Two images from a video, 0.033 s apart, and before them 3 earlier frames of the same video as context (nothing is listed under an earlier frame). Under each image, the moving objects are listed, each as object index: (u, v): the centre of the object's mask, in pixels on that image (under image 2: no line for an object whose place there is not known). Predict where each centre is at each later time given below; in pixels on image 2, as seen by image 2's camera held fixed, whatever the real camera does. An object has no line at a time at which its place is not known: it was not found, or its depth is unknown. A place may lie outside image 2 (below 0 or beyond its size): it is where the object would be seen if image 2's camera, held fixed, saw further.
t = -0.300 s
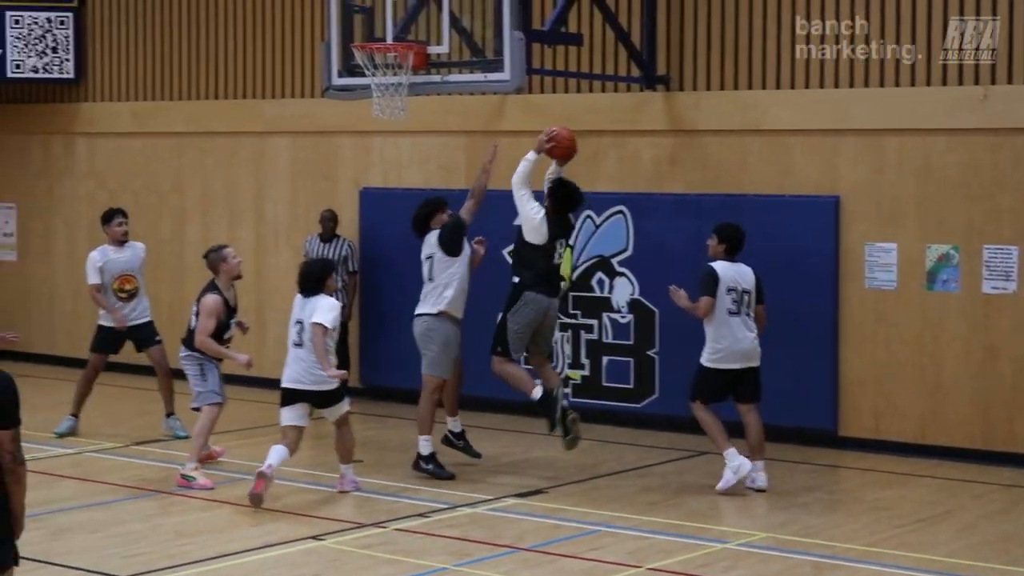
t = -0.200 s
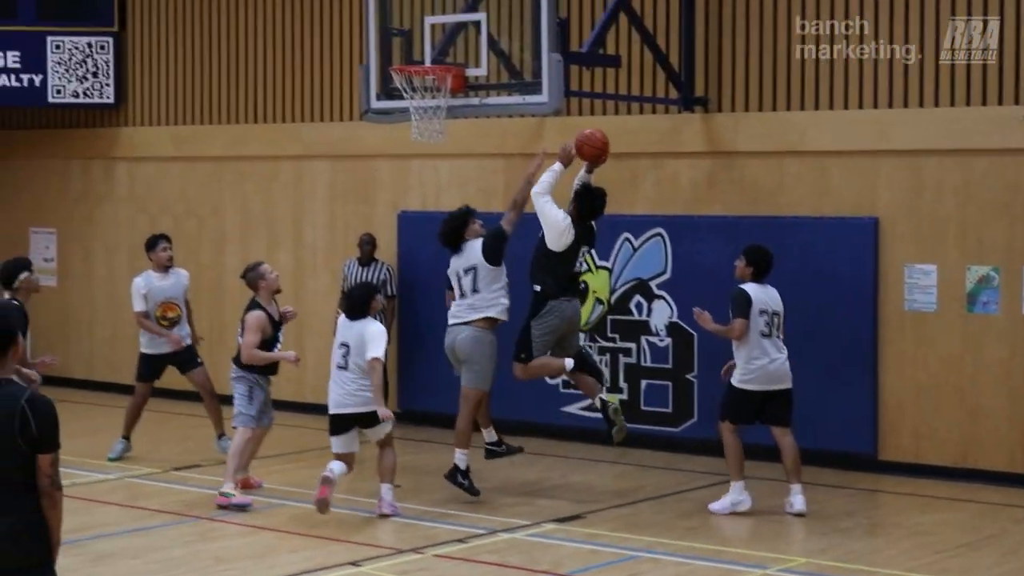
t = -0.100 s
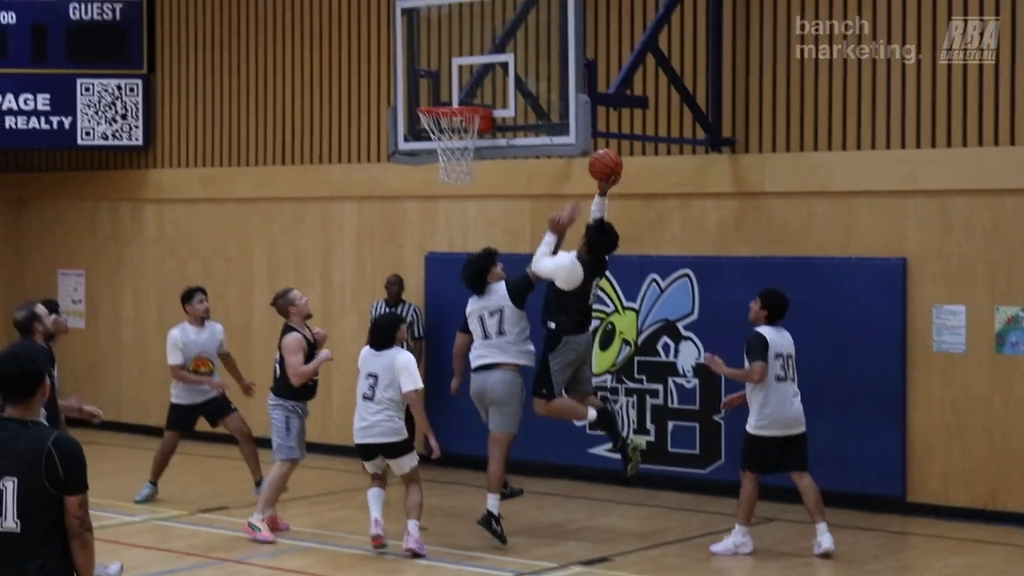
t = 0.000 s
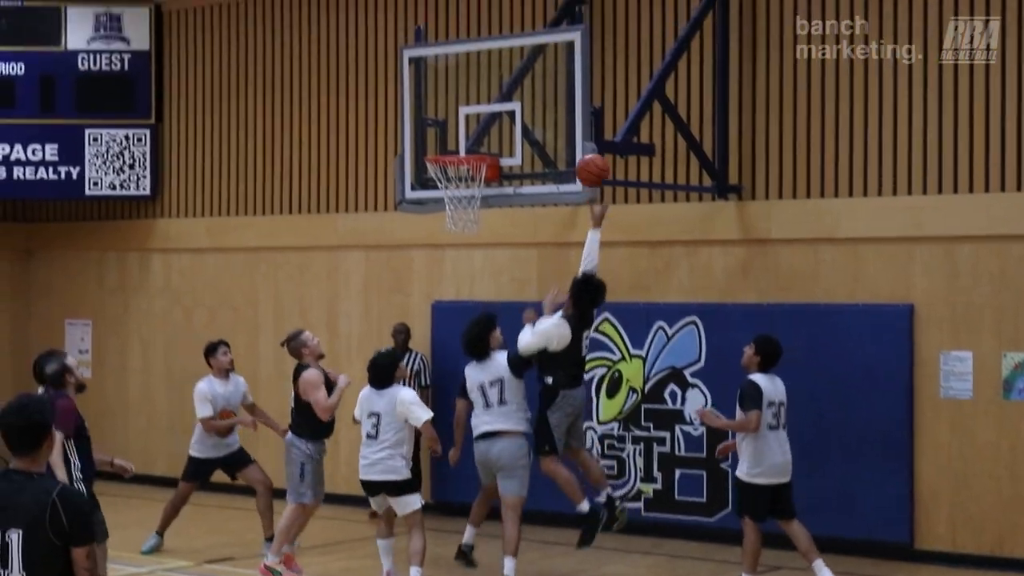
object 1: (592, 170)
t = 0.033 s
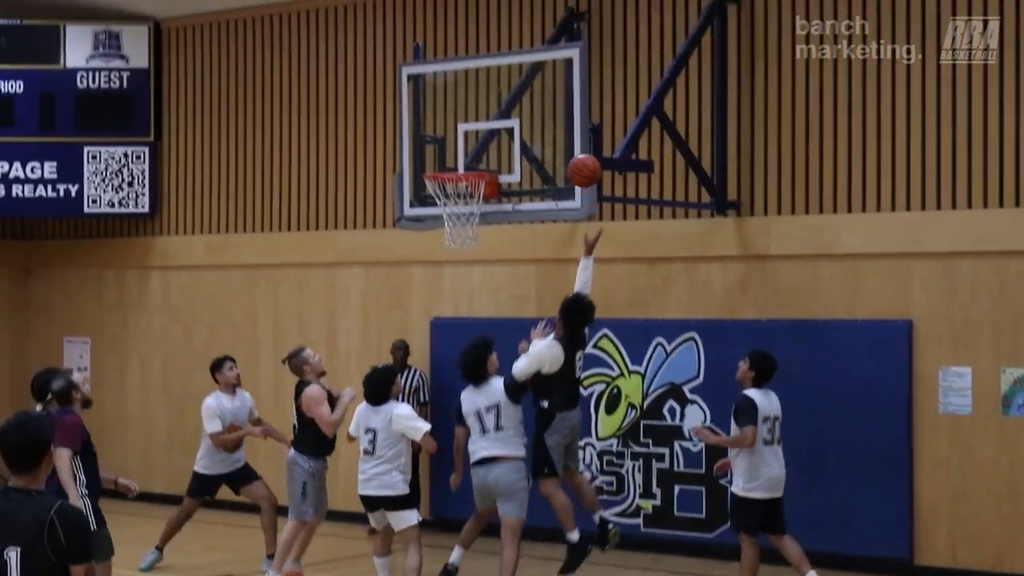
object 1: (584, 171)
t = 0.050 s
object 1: (580, 163)
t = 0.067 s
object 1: (577, 155)
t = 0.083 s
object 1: (574, 148)
